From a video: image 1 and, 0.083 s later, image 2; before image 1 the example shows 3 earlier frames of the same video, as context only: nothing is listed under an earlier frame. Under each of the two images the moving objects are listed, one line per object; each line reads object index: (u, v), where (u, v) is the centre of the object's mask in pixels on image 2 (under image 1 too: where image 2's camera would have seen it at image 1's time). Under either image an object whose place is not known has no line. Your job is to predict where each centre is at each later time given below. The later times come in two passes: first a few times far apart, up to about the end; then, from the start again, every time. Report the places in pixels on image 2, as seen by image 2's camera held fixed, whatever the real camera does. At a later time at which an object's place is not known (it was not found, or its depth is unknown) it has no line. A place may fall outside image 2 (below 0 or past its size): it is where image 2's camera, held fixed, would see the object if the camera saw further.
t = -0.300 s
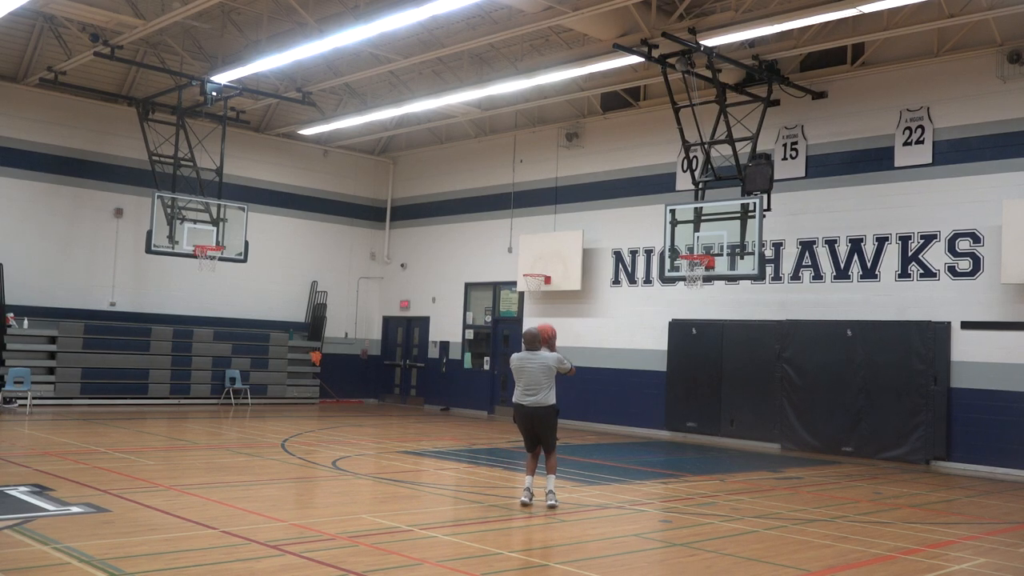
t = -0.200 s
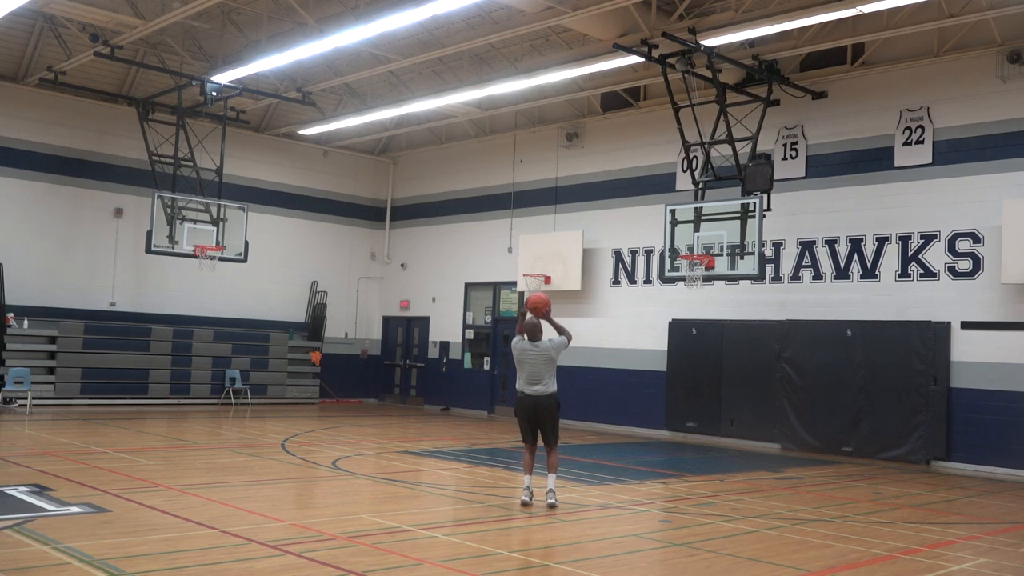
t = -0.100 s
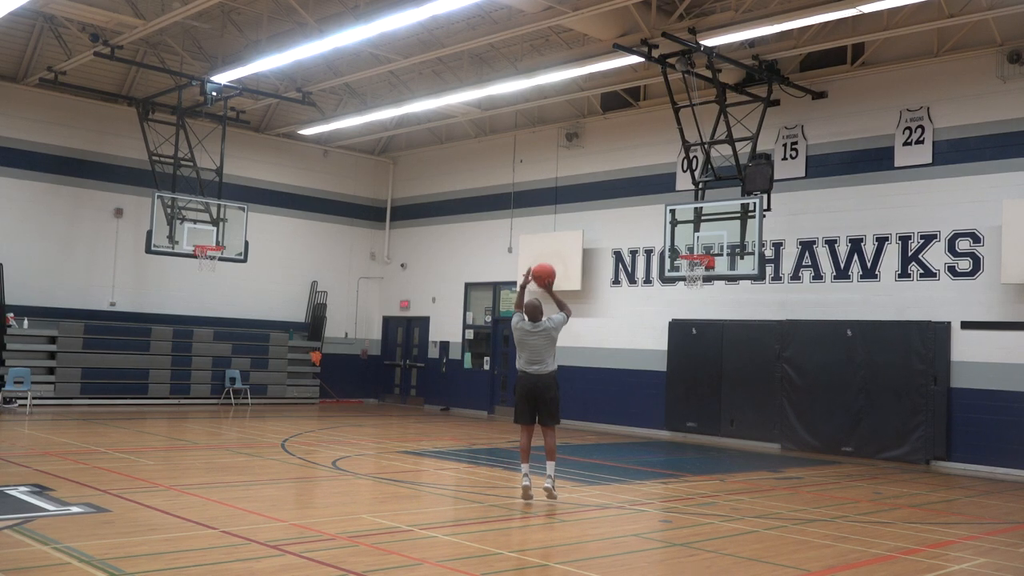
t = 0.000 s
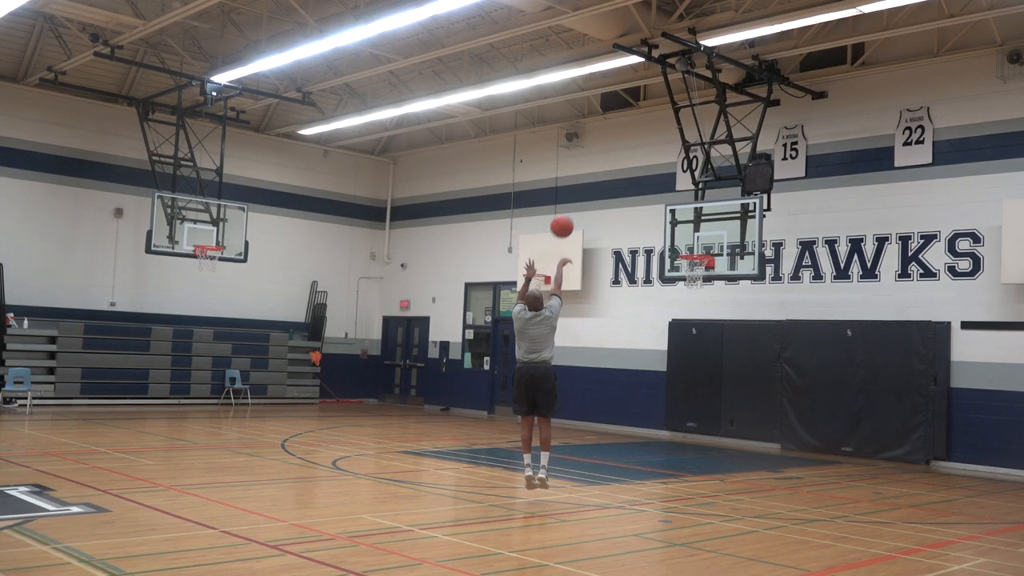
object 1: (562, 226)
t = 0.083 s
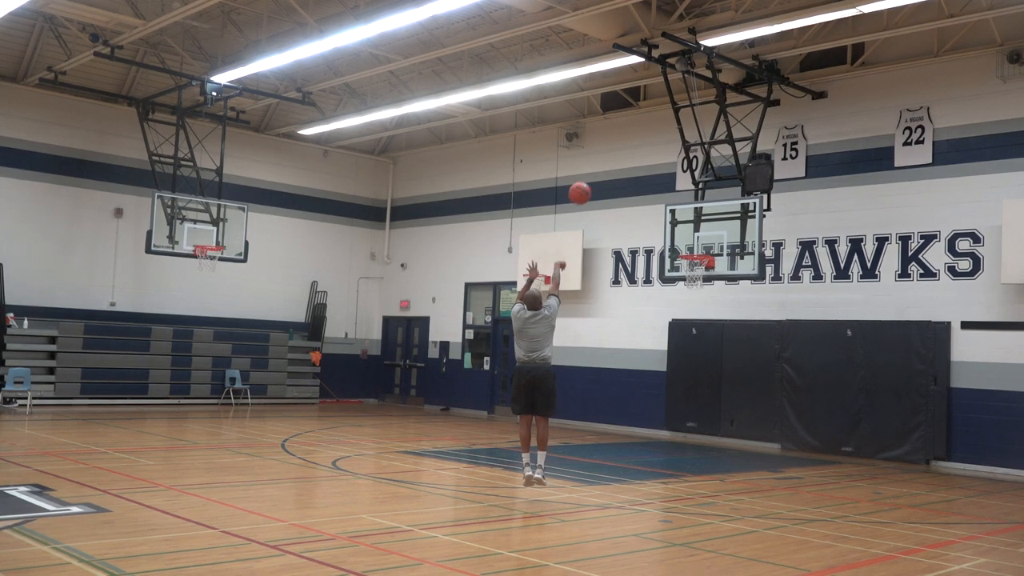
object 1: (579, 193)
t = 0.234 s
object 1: (608, 154)
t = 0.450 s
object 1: (639, 137)
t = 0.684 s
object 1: (666, 158)
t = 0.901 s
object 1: (685, 205)
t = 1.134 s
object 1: (690, 273)
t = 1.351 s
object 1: (687, 279)
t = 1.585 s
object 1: (685, 313)
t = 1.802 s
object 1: (682, 379)
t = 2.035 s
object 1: (682, 431)
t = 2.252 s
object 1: (691, 379)
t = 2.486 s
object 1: (700, 358)
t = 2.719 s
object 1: (708, 373)
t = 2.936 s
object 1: (713, 420)
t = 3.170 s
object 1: (720, 424)
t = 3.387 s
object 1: (726, 399)
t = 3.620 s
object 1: (731, 408)
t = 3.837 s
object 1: (735, 449)
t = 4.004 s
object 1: (739, 430)
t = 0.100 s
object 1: (583, 188)
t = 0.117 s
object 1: (586, 183)
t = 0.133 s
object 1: (589, 178)
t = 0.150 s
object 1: (593, 173)
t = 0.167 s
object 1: (596, 169)
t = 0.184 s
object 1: (599, 164)
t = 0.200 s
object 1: (602, 161)
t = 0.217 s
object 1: (605, 157)
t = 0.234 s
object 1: (608, 154)
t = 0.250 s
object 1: (610, 151)
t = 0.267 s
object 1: (613, 149)
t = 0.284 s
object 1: (616, 147)
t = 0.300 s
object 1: (618, 145)
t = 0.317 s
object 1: (621, 143)
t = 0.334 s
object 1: (623, 141)
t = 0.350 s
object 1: (626, 140)
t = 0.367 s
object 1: (628, 139)
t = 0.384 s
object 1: (630, 138)
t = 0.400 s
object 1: (633, 137)
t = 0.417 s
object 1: (635, 137)
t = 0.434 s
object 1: (637, 137)
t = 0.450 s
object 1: (639, 137)
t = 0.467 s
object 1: (641, 137)
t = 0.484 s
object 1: (643, 137)
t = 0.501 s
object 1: (645, 138)
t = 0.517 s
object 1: (648, 139)
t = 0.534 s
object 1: (650, 140)
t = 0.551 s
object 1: (651, 141)
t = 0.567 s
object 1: (653, 143)
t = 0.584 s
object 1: (655, 144)
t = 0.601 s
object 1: (657, 146)
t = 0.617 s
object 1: (659, 148)
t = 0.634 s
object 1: (661, 150)
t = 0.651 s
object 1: (662, 152)
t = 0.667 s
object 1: (664, 155)
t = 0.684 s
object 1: (666, 158)
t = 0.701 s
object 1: (668, 160)
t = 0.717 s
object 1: (669, 163)
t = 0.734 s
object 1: (671, 166)
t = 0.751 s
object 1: (672, 169)
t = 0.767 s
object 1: (674, 173)
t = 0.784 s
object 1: (675, 176)
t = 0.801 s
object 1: (677, 180)
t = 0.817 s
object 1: (679, 183)
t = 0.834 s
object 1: (680, 187)
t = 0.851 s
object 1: (681, 192)
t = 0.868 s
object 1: (682, 196)
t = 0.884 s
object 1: (684, 200)
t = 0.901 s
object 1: (685, 205)
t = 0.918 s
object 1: (687, 209)
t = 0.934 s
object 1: (688, 214)
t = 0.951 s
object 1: (689, 219)
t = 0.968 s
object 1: (691, 224)
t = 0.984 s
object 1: (691, 229)
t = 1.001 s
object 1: (693, 234)
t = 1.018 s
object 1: (694, 239)
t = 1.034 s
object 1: (695, 245)
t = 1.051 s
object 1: (696, 249)
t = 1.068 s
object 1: (698, 253)
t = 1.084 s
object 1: (697, 260)
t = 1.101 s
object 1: (693, 263)
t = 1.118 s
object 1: (692, 268)
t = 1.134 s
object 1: (690, 273)
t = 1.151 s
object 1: (689, 275)
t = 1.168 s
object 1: (688, 275)
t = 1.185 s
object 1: (688, 275)
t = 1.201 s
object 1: (688, 275)
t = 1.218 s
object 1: (688, 275)
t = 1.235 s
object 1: (688, 275)
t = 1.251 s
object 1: (687, 275)
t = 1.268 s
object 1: (687, 276)
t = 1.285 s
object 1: (687, 276)
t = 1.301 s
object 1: (687, 277)
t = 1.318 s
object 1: (687, 277)
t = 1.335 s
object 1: (687, 278)
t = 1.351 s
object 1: (687, 279)
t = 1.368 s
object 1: (687, 280)
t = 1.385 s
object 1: (687, 282)
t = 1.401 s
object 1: (687, 283)
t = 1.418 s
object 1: (687, 285)
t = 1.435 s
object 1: (687, 287)
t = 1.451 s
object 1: (686, 289)
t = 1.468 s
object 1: (686, 292)
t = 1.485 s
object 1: (686, 295)
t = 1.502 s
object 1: (686, 297)
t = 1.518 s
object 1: (686, 300)
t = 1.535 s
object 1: (686, 303)
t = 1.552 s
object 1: (686, 306)
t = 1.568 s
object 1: (686, 310)
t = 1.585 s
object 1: (685, 313)
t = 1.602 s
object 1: (685, 318)
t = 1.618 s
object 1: (685, 322)
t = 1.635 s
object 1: (685, 326)
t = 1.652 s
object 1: (685, 330)
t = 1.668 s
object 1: (684, 335)
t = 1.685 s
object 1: (684, 339)
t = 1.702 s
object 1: (684, 344)
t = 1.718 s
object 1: (684, 349)
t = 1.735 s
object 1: (683, 355)
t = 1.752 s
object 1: (683, 360)
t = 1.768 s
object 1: (683, 366)
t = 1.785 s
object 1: (683, 372)
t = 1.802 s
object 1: (682, 379)
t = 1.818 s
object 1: (682, 385)
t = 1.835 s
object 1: (682, 391)
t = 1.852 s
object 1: (682, 398)
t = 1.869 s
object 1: (681, 405)
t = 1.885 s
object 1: (681, 412)
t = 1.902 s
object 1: (681, 419)
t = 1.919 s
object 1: (681, 427)
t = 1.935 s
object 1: (680, 434)
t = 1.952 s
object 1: (680, 443)
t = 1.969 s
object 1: (679, 451)
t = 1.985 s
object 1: (680, 447)
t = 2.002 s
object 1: (680, 442)
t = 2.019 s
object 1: (682, 436)
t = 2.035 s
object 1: (682, 431)
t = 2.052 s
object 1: (683, 426)
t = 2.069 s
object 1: (683, 420)
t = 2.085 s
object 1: (684, 416)
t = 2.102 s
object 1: (685, 412)
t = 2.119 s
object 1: (686, 407)
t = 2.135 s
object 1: (686, 403)
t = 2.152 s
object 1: (687, 399)
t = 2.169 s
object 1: (688, 395)
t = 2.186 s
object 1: (688, 391)
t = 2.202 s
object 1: (689, 388)
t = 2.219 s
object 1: (690, 385)
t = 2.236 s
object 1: (690, 382)
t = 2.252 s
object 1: (691, 379)
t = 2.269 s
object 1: (692, 376)
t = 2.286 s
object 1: (693, 373)
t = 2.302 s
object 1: (693, 371)
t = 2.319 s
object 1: (694, 369)
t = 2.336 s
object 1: (694, 367)
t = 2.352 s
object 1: (695, 365)
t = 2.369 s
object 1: (696, 363)
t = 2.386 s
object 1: (696, 362)
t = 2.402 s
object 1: (697, 361)
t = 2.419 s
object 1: (698, 360)
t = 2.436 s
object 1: (698, 359)
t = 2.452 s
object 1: (699, 359)
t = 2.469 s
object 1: (699, 358)
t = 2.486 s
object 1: (700, 358)
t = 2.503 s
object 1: (700, 358)
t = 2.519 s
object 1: (701, 357)
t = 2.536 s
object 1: (702, 358)
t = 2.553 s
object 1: (702, 358)
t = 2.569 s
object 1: (703, 359)
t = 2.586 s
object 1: (703, 359)
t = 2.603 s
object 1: (704, 360)
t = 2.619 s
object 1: (704, 362)
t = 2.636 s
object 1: (705, 363)
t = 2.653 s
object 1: (705, 365)
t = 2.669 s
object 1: (706, 366)
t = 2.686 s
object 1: (707, 368)
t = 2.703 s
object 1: (707, 370)
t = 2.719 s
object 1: (708, 373)
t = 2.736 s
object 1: (708, 375)
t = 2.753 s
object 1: (709, 378)
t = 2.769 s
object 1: (709, 381)
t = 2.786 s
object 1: (709, 384)
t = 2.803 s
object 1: (710, 387)
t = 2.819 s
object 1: (710, 390)
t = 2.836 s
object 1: (711, 394)
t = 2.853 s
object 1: (711, 398)
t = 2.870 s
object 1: (712, 402)
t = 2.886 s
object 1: (712, 406)
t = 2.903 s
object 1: (712, 410)
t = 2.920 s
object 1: (713, 415)
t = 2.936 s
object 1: (713, 420)
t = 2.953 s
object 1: (714, 425)
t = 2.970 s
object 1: (714, 429)
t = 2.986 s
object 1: (714, 435)
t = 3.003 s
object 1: (715, 440)
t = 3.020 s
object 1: (715, 446)
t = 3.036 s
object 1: (716, 452)
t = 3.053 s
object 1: (716, 450)
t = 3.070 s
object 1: (716, 446)
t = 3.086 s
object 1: (717, 442)
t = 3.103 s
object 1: (718, 438)
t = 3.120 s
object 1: (718, 434)
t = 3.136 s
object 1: (719, 431)
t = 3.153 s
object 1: (719, 427)
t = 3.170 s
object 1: (720, 424)
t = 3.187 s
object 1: (720, 421)
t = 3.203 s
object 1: (721, 418)
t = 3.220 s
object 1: (721, 415)
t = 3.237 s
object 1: (722, 413)
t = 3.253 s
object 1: (722, 411)
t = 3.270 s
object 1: (723, 409)
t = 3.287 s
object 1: (723, 407)
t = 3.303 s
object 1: (724, 405)
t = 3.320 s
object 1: (724, 404)
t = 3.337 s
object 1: (724, 402)
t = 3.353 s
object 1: (725, 401)
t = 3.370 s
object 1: (725, 400)
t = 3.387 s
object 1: (726, 399)
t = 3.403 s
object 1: (726, 399)
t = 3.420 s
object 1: (727, 398)
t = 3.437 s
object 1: (727, 398)
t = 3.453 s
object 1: (727, 398)
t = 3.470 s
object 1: (728, 398)
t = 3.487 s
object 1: (728, 398)
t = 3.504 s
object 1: (728, 399)
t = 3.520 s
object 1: (729, 399)
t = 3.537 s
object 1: (729, 400)
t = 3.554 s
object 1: (730, 401)
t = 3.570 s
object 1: (730, 402)
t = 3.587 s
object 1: (730, 404)
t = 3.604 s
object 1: (731, 405)
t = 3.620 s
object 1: (731, 408)
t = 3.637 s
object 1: (731, 410)
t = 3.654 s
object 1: (732, 412)
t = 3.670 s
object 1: (732, 414)
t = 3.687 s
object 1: (732, 416)
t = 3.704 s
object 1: (733, 419)
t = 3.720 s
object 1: (733, 422)
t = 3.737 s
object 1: (733, 425)
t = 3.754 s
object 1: (733, 428)
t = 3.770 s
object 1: (734, 432)
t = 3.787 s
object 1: (734, 436)
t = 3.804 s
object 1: (734, 440)
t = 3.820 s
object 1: (735, 444)
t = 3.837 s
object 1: (735, 449)
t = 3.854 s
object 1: (735, 453)
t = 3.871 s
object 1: (735, 454)
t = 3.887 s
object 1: (736, 450)
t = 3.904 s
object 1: (737, 447)
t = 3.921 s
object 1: (737, 444)
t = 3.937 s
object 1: (737, 441)
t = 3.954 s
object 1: (738, 438)
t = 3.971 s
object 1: (738, 435)
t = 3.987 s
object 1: (739, 433)
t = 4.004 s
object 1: (739, 430)
